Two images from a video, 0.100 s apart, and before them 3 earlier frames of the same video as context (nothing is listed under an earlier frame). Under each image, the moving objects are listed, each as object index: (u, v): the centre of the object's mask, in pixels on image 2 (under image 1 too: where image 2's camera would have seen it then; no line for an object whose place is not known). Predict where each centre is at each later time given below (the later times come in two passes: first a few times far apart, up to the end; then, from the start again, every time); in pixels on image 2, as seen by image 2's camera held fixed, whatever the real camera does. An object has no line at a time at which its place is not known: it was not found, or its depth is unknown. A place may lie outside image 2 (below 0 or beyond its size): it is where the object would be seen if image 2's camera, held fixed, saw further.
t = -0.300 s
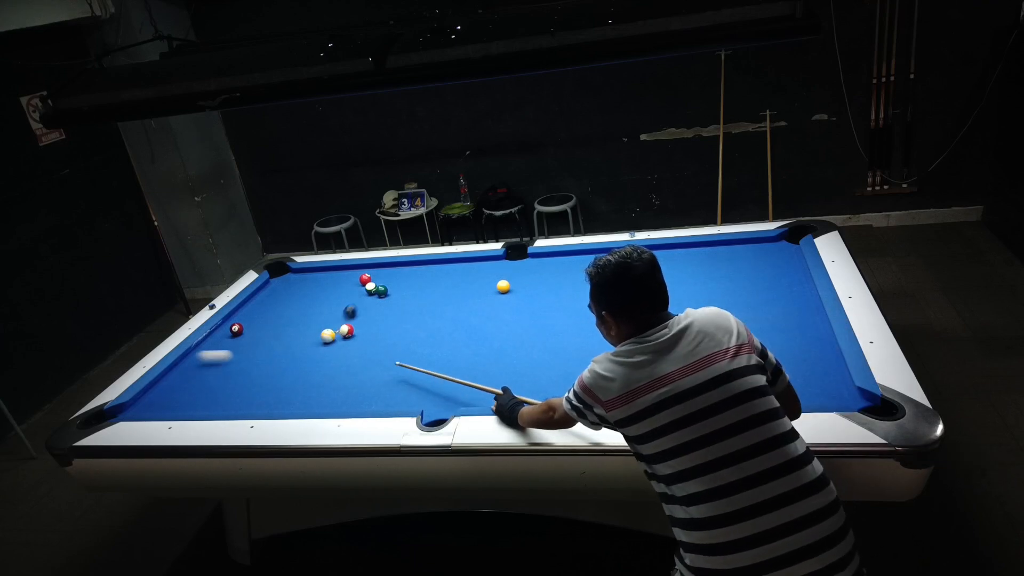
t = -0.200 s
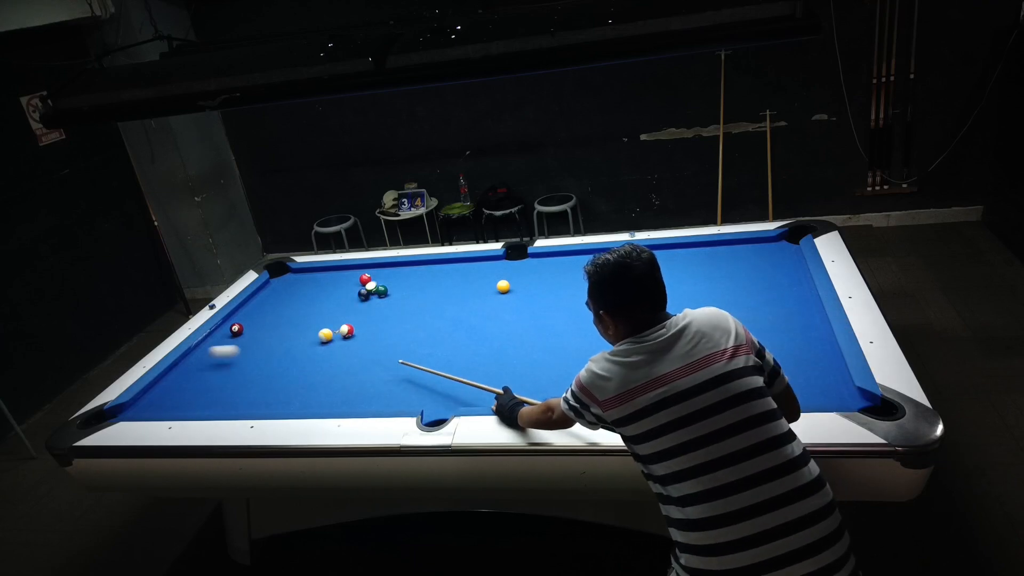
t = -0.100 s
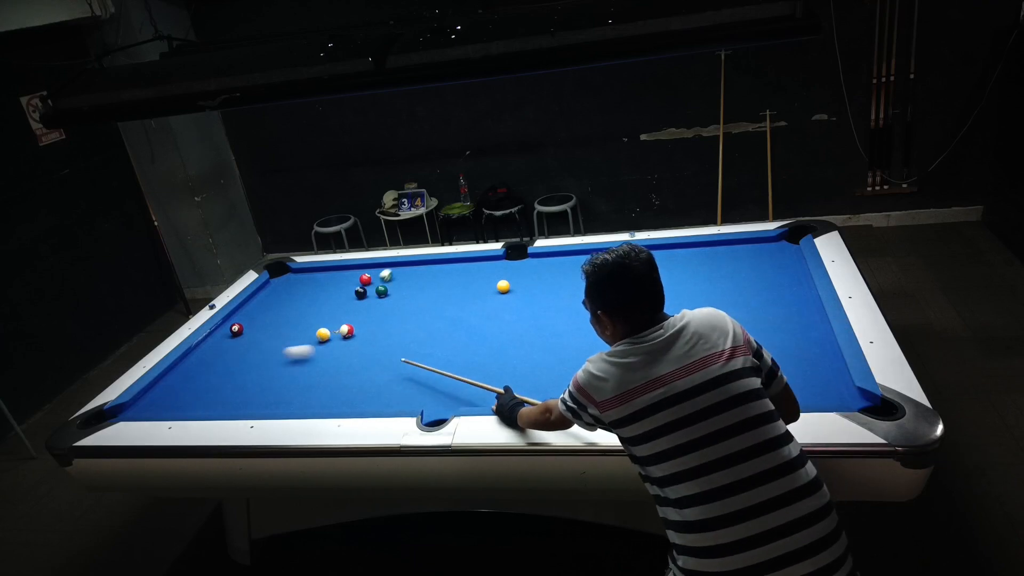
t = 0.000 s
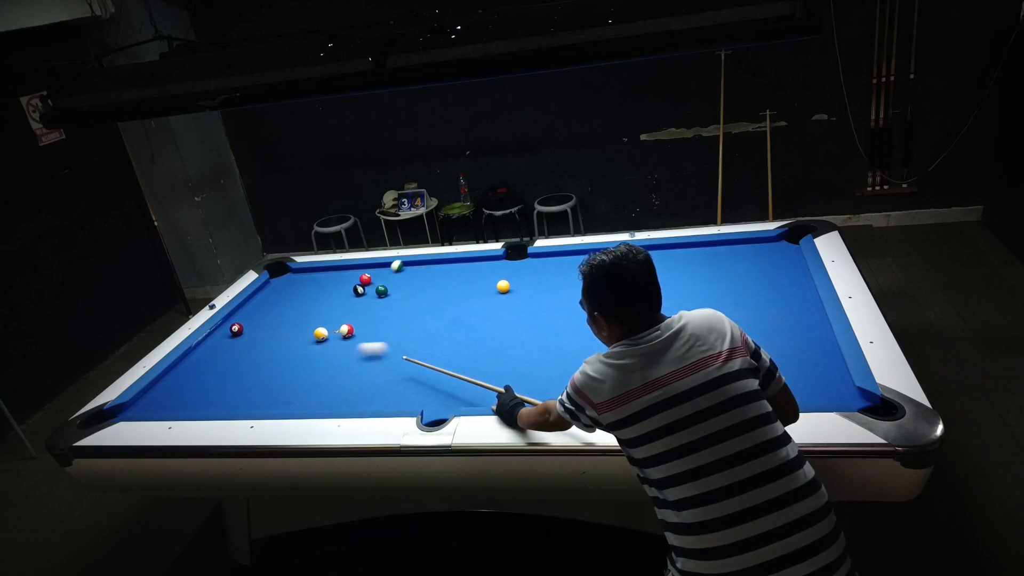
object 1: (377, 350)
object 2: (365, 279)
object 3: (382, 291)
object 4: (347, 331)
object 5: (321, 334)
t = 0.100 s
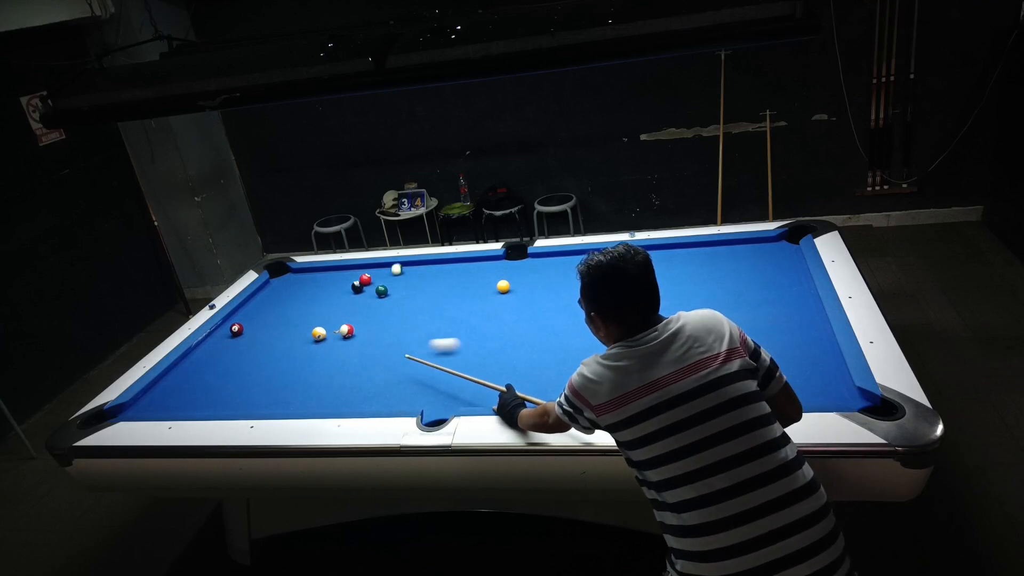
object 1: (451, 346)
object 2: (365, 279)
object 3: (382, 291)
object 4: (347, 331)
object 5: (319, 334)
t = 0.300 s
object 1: (590, 336)
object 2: (367, 279)
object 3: (382, 291)
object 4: (347, 331)
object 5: (316, 333)
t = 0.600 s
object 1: (812, 320)
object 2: (370, 277)
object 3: (373, 300)
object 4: (347, 331)
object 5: (312, 331)
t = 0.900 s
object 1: (632, 324)
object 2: (372, 276)
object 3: (363, 312)
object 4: (346, 331)
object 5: (309, 330)
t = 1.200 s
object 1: (488, 330)
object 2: (373, 275)
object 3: (354, 322)
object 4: (346, 331)
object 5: (306, 330)
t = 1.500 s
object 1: (359, 334)
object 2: (373, 275)
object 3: (349, 325)
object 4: (341, 338)
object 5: (306, 330)
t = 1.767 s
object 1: (341, 331)
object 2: (373, 275)
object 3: (340, 317)
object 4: (255, 362)
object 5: (306, 330)
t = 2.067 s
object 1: (320, 331)
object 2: (373, 275)
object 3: (329, 307)
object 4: (168, 387)
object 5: (305, 330)
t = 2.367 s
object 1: (312, 332)
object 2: (373, 275)
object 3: (320, 298)
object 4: (162, 404)
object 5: (296, 330)
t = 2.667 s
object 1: (309, 332)
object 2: (373, 275)
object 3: (312, 290)
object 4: (196, 405)
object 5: (286, 329)
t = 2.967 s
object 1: (308, 332)
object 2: (373, 275)
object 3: (304, 282)
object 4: (237, 397)
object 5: (278, 328)
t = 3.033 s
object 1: (308, 332)
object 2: (373, 275)
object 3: (303, 282)
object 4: (245, 395)
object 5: (276, 328)
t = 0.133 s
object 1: (474, 344)
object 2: (365, 279)
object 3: (382, 291)
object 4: (347, 331)
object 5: (318, 333)
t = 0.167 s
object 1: (499, 342)
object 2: (365, 279)
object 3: (382, 291)
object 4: (347, 331)
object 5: (318, 333)
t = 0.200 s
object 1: (523, 341)
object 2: (365, 279)
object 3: (382, 291)
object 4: (347, 331)
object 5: (317, 333)
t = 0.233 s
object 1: (548, 339)
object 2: (366, 279)
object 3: (382, 291)
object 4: (347, 331)
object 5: (317, 333)
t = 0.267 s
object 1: (572, 337)
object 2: (366, 279)
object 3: (382, 291)
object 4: (347, 331)
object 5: (316, 333)
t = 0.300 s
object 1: (590, 336)
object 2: (367, 279)
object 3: (382, 291)
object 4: (347, 331)
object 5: (316, 333)
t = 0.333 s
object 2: (367, 279)
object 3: (381, 291)
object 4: (347, 331)
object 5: (315, 332)
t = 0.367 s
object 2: (368, 278)
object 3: (381, 291)
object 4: (347, 331)
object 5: (315, 332)
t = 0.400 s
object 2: (368, 278)
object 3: (380, 292)
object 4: (347, 331)
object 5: (314, 332)
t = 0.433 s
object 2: (369, 278)
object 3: (379, 294)
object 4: (347, 331)
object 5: (314, 332)
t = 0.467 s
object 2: (369, 278)
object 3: (378, 295)
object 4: (347, 331)
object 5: (313, 332)
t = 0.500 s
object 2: (369, 277)
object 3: (377, 296)
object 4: (347, 331)
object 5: (313, 332)
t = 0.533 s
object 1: (787, 322)
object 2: (370, 277)
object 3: (376, 298)
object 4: (347, 331)
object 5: (312, 331)
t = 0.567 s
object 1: (813, 322)
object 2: (370, 277)
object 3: (375, 299)
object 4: (347, 331)
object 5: (312, 331)
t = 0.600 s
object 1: (812, 320)
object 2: (370, 277)
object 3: (373, 300)
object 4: (347, 331)
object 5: (312, 331)
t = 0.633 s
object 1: (790, 320)
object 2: (370, 277)
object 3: (372, 302)
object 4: (346, 331)
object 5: (311, 331)
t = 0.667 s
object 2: (371, 277)
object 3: (371, 303)
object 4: (346, 331)
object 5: (311, 331)
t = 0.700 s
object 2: (371, 276)
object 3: (370, 304)
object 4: (346, 331)
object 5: (310, 331)
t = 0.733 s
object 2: (371, 276)
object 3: (369, 306)
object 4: (347, 331)
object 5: (310, 331)
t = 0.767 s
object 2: (371, 276)
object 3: (368, 307)
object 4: (347, 331)
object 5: (310, 331)
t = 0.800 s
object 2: (372, 276)
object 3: (366, 308)
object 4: (346, 331)
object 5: (309, 331)
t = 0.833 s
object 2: (372, 276)
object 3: (365, 309)
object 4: (346, 331)
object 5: (309, 331)
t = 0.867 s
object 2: (372, 276)
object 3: (364, 311)
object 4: (346, 331)
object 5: (309, 331)
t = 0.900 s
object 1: (632, 324)
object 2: (372, 276)
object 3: (363, 312)
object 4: (346, 331)
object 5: (309, 330)
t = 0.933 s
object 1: (616, 326)
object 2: (372, 276)
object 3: (362, 313)
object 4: (346, 331)
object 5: (308, 330)
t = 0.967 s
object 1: (599, 326)
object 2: (373, 276)
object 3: (361, 314)
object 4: (346, 331)
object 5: (308, 330)
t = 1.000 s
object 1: (582, 327)
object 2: (373, 275)
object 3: (360, 316)
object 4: (346, 331)
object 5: (307, 330)
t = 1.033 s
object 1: (567, 327)
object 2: (373, 275)
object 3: (358, 317)
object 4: (346, 331)
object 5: (307, 330)
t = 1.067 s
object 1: (550, 328)
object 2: (373, 275)
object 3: (357, 319)
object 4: (346, 331)
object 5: (307, 330)
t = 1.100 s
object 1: (534, 328)
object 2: (373, 275)
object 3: (356, 320)
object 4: (346, 331)
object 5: (307, 330)
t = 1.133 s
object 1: (519, 329)
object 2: (373, 275)
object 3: (355, 321)
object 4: (346, 331)
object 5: (307, 330)
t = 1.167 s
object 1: (503, 329)
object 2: (373, 275)
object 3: (354, 321)
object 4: (346, 331)
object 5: (307, 330)
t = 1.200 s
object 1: (488, 330)
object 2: (373, 275)
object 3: (354, 322)
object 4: (346, 331)
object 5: (306, 330)
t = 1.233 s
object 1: (473, 330)
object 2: (373, 275)
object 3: (353, 323)
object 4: (346, 331)
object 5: (306, 330)
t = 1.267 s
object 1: (458, 331)
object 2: (373, 275)
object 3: (352, 323)
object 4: (345, 332)
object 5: (306, 330)
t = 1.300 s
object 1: (443, 331)
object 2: (373, 275)
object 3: (352, 324)
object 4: (345, 333)
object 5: (306, 330)
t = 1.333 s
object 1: (428, 332)
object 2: (373, 275)
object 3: (351, 324)
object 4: (344, 334)
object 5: (306, 330)
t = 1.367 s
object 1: (413, 332)
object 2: (373, 275)
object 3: (351, 325)
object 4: (344, 335)
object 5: (306, 330)
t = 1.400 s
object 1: (399, 332)
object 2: (373, 275)
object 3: (351, 325)
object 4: (343, 336)
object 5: (306, 330)
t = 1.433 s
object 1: (385, 333)
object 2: (373, 275)
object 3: (350, 325)
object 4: (342, 336)
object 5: (306, 330)
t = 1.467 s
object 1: (372, 333)
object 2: (373, 275)
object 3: (350, 326)
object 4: (342, 337)
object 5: (306, 330)
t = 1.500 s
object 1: (359, 334)
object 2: (373, 275)
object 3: (349, 325)
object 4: (341, 338)
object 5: (306, 330)
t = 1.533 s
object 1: (355, 332)
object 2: (373, 275)
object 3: (348, 324)
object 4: (330, 340)
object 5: (306, 330)
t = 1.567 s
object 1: (353, 331)
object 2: (373, 275)
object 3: (347, 323)
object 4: (318, 344)
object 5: (305, 330)
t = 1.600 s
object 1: (352, 331)
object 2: (373, 275)
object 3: (346, 322)
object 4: (306, 347)
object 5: (305, 330)
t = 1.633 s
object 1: (351, 331)
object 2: (373, 275)
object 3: (345, 321)
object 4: (295, 351)
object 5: (306, 330)
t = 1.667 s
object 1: (349, 331)
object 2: (373, 275)
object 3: (343, 320)
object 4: (285, 353)
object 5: (306, 330)
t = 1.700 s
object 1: (346, 331)
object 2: (373, 275)
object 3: (342, 319)
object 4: (274, 357)
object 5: (306, 330)
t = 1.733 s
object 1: (343, 331)
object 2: (373, 275)
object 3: (341, 318)
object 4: (266, 359)
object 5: (305, 330)
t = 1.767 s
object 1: (341, 331)
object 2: (373, 275)
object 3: (340, 317)
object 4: (255, 362)
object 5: (306, 330)
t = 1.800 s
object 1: (339, 331)
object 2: (373, 275)
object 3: (339, 316)
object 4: (246, 366)
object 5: (306, 330)
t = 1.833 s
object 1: (336, 331)
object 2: (373, 275)
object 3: (338, 315)
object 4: (236, 368)
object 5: (306, 330)
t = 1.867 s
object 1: (334, 331)
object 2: (373, 275)
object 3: (336, 314)
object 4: (226, 371)
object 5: (306, 330)
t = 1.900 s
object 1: (331, 331)
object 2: (373, 275)
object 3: (335, 313)
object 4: (216, 374)
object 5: (306, 330)
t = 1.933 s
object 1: (329, 331)
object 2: (373, 275)
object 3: (334, 311)
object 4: (206, 376)
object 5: (305, 330)
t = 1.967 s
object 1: (327, 331)
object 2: (373, 275)
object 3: (333, 310)
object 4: (198, 380)
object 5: (306, 330)
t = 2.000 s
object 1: (324, 331)
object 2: (373, 275)
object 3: (331, 309)
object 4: (187, 382)
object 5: (306, 330)
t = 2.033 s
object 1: (322, 331)
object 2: (373, 275)
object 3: (330, 308)
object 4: (177, 385)
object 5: (306, 330)
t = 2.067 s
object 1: (320, 331)
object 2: (373, 275)
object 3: (329, 307)
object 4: (168, 387)
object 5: (305, 330)
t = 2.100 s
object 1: (317, 331)
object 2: (373, 275)
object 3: (328, 306)
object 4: (157, 390)
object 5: (305, 330)
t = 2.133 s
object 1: (316, 331)
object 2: (373, 275)
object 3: (327, 305)
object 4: (148, 393)
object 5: (304, 330)
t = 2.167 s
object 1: (315, 331)
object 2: (373, 275)
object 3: (326, 304)
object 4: (145, 395)
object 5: (302, 330)
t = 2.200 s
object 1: (315, 331)
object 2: (373, 275)
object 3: (325, 302)
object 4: (148, 397)
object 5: (302, 330)
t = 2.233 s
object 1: (314, 331)
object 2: (373, 275)
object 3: (324, 302)
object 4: (151, 398)
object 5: (300, 330)
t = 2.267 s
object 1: (314, 331)
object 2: (373, 275)
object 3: (323, 301)
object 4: (154, 399)
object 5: (299, 330)
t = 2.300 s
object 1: (313, 331)
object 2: (373, 275)
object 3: (322, 300)
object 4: (157, 401)
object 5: (298, 330)
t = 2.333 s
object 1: (313, 331)
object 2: (373, 275)
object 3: (321, 299)
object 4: (159, 403)
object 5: (297, 330)
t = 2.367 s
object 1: (312, 332)
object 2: (373, 275)
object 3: (320, 298)
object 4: (162, 404)
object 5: (296, 330)
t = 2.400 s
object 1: (312, 332)
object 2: (373, 275)
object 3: (319, 297)
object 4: (165, 405)
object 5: (295, 329)
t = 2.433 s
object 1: (312, 332)
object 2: (373, 275)
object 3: (318, 296)
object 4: (168, 406)
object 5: (293, 329)
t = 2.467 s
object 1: (311, 332)
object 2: (373, 275)
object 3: (317, 295)
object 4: (170, 407)
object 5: (292, 329)
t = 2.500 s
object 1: (311, 332)
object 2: (373, 275)
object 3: (316, 294)
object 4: (173, 408)
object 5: (291, 329)
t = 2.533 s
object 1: (310, 332)
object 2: (373, 275)
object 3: (315, 293)
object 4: (177, 409)
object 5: (290, 329)
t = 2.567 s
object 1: (310, 332)
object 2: (373, 275)
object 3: (314, 292)
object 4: (182, 408)
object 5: (289, 329)
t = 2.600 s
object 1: (310, 332)
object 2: (373, 275)
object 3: (313, 291)
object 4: (187, 407)
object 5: (288, 329)
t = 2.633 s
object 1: (310, 332)
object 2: (373, 275)
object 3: (312, 291)
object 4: (191, 406)
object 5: (287, 329)
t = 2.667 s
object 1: (309, 332)
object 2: (373, 275)
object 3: (312, 290)
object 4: (196, 405)
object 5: (286, 329)
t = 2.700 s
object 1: (309, 332)
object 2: (373, 275)
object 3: (311, 289)
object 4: (201, 405)
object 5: (285, 329)
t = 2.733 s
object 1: (309, 332)
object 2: (373, 275)
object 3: (310, 288)
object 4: (205, 404)
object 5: (284, 329)
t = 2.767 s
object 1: (309, 332)
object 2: (373, 275)
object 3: (309, 287)
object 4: (210, 404)
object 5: (283, 329)
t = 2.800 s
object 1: (309, 332)
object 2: (373, 275)
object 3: (308, 286)
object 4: (214, 403)
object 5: (282, 329)
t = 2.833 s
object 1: (308, 332)
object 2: (373, 275)
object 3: (307, 285)
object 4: (219, 401)
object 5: (281, 329)
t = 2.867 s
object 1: (308, 332)
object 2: (373, 275)
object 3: (307, 285)
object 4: (223, 400)
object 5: (281, 329)
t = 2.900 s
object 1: (308, 332)
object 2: (373, 275)
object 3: (306, 284)
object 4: (228, 399)
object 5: (280, 329)
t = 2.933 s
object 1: (308, 332)
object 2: (373, 275)
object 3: (305, 283)
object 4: (232, 397)
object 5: (279, 329)
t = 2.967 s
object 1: (308, 332)
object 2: (373, 275)
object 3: (304, 282)
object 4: (237, 397)
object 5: (278, 328)
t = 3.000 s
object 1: (308, 332)
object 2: (373, 275)
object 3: (304, 282)
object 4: (241, 396)
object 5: (277, 329)
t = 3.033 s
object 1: (308, 332)
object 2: (373, 275)
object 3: (303, 282)
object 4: (245, 395)
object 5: (276, 328)
